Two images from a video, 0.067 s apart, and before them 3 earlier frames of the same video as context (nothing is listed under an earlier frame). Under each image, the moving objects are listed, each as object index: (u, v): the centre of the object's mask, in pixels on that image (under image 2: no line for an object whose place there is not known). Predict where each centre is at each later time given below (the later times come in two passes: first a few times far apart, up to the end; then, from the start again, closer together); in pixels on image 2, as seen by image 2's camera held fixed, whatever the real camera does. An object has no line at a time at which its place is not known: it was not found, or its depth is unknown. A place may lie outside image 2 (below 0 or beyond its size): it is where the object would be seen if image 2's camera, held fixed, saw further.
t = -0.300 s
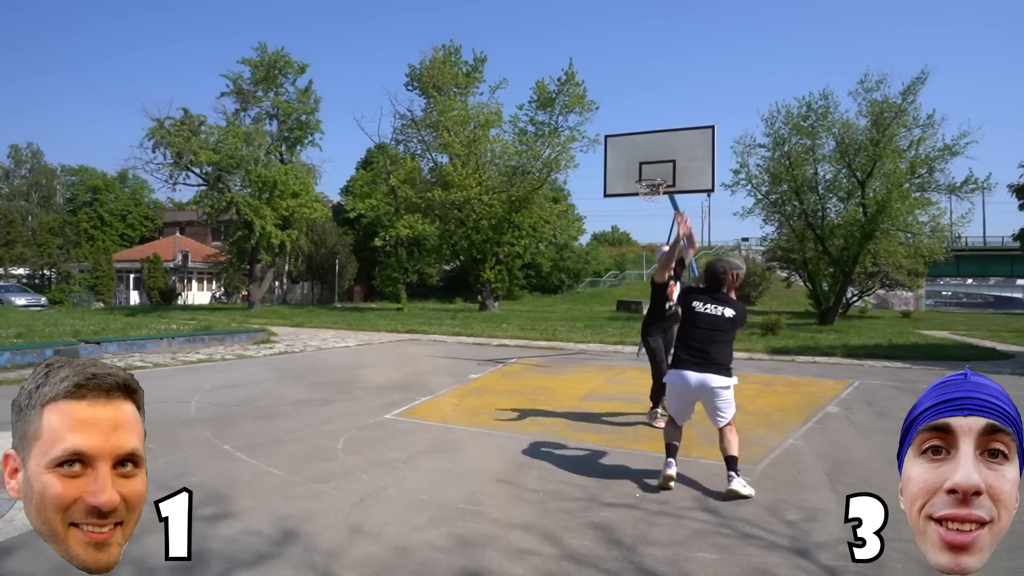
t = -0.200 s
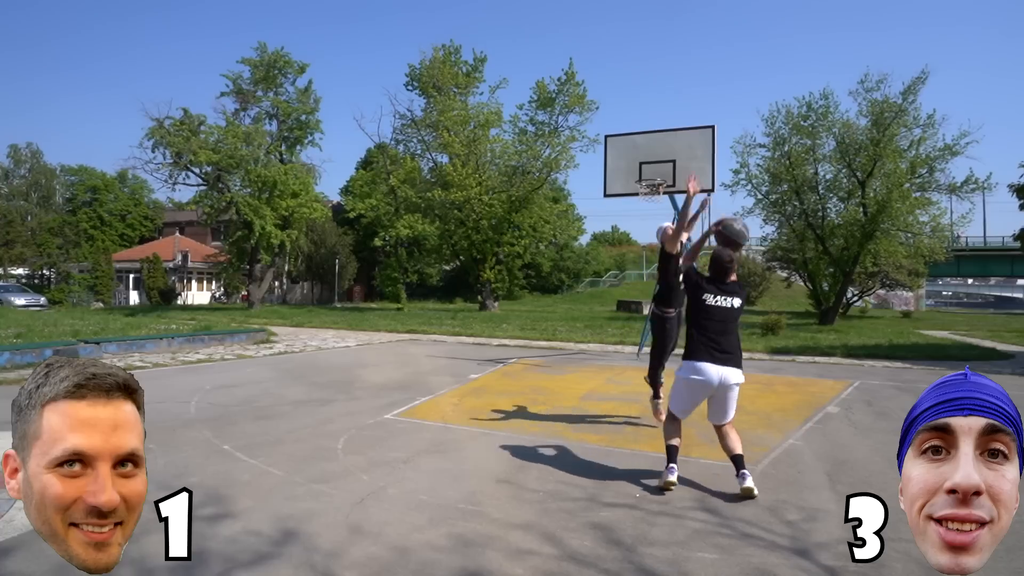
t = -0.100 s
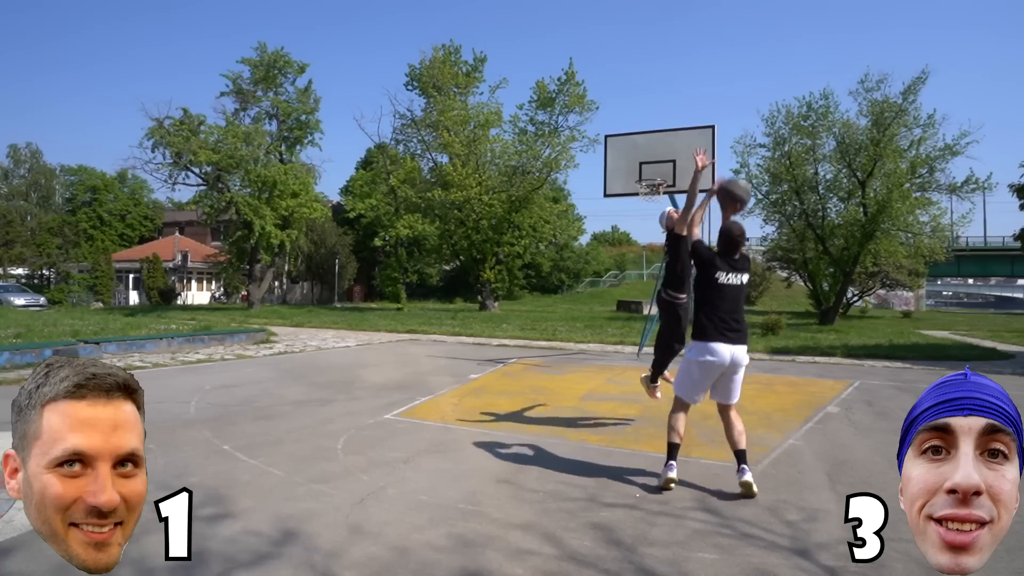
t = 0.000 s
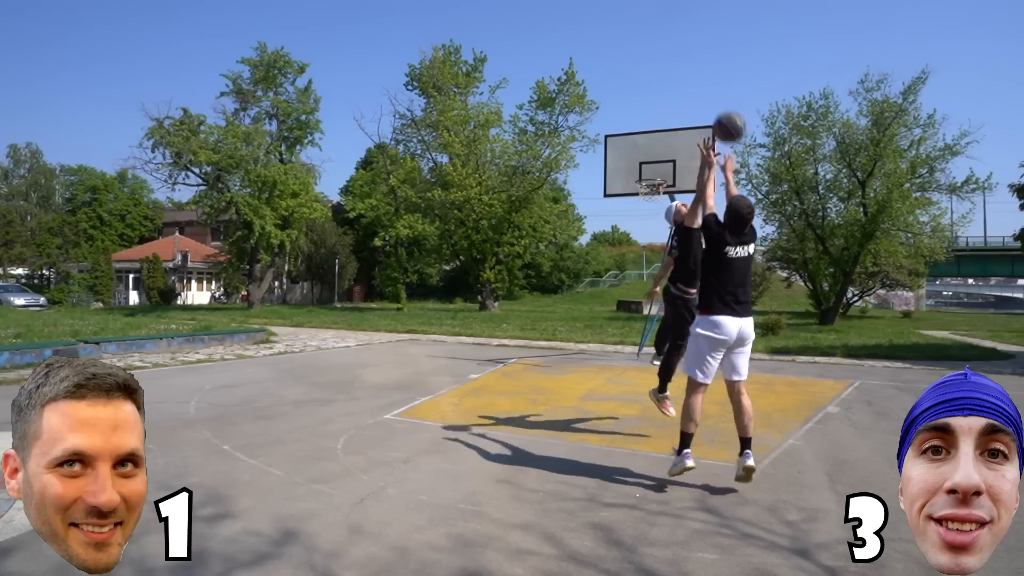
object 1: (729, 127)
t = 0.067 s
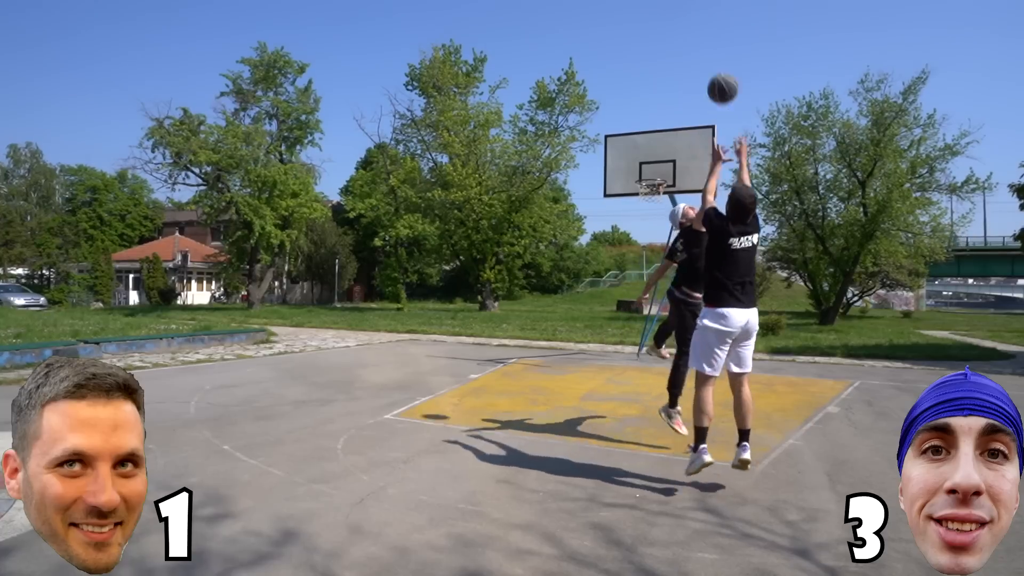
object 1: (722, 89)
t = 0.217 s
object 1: (711, 34)
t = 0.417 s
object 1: (698, 11)
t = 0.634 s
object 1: (688, 27)
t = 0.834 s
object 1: (680, 69)
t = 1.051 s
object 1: (673, 134)
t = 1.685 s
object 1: (756, 203)
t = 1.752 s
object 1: (768, 219)
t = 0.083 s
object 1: (721, 80)
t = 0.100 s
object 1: (720, 73)
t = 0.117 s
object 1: (719, 66)
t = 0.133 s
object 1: (717, 59)
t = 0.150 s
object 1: (716, 53)
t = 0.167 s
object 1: (715, 48)
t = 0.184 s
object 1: (713, 43)
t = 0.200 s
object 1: (712, 38)
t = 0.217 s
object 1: (711, 34)
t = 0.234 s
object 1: (710, 30)
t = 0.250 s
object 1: (708, 27)
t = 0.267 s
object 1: (708, 24)
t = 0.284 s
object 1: (706, 21)
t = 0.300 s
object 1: (705, 19)
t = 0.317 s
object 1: (704, 17)
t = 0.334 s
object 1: (703, 15)
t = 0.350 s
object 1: (702, 14)
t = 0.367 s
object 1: (701, 12)
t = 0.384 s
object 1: (700, 12)
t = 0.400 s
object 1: (699, 11)
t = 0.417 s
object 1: (698, 11)
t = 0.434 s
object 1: (698, 11)
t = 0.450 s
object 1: (697, 11)
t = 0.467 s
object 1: (696, 11)
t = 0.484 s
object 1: (695, 12)
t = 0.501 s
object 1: (694, 13)
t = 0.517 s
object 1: (693, 14)
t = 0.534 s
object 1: (693, 15)
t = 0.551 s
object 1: (692, 17)
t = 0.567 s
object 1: (691, 18)
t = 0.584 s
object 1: (691, 20)
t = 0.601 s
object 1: (690, 22)
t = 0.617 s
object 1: (689, 25)
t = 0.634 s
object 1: (688, 27)
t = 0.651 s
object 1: (688, 30)
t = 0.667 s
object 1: (687, 32)
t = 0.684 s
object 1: (686, 36)
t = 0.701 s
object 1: (686, 39)
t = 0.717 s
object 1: (685, 42)
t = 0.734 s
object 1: (684, 45)
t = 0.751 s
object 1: (684, 49)
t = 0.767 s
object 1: (683, 53)
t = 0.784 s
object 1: (682, 57)
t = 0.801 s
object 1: (682, 60)
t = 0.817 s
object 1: (681, 64)
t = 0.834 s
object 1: (680, 69)
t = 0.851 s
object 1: (680, 73)
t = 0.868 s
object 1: (679, 78)
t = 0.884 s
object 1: (678, 82)
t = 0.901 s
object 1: (678, 87)
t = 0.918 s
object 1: (678, 92)
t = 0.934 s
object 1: (677, 97)
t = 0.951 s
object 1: (676, 102)
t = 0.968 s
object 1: (676, 107)
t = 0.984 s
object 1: (675, 113)
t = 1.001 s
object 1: (675, 118)
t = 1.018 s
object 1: (674, 123)
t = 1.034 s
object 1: (673, 129)
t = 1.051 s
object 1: (673, 134)
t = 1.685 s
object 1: (756, 203)
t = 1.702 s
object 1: (759, 205)
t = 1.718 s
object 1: (762, 209)
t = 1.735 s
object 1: (765, 214)
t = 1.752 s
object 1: (768, 219)
